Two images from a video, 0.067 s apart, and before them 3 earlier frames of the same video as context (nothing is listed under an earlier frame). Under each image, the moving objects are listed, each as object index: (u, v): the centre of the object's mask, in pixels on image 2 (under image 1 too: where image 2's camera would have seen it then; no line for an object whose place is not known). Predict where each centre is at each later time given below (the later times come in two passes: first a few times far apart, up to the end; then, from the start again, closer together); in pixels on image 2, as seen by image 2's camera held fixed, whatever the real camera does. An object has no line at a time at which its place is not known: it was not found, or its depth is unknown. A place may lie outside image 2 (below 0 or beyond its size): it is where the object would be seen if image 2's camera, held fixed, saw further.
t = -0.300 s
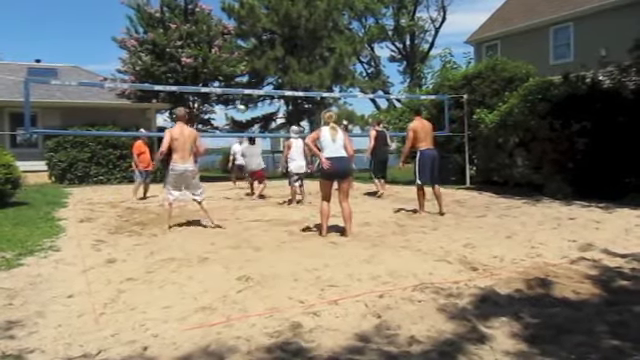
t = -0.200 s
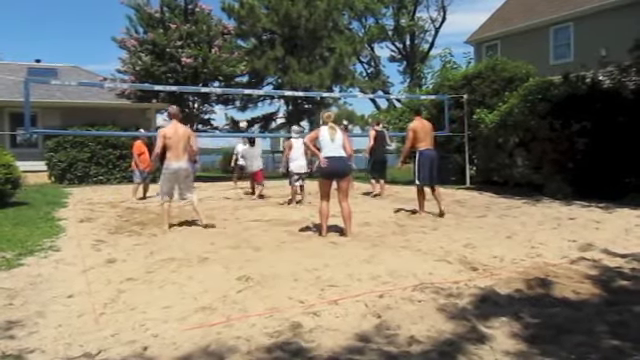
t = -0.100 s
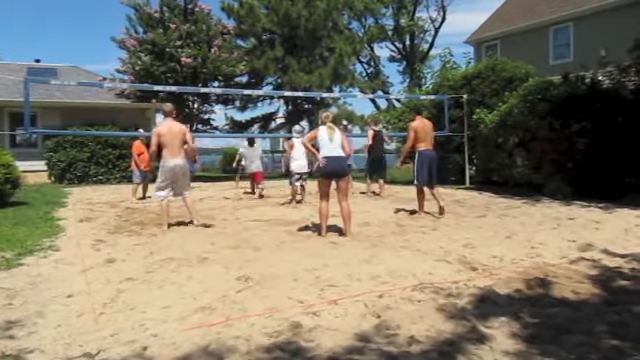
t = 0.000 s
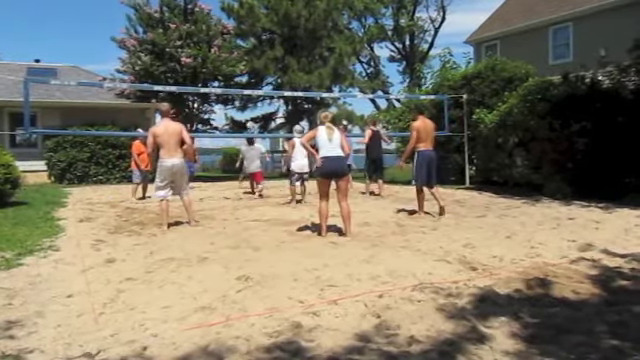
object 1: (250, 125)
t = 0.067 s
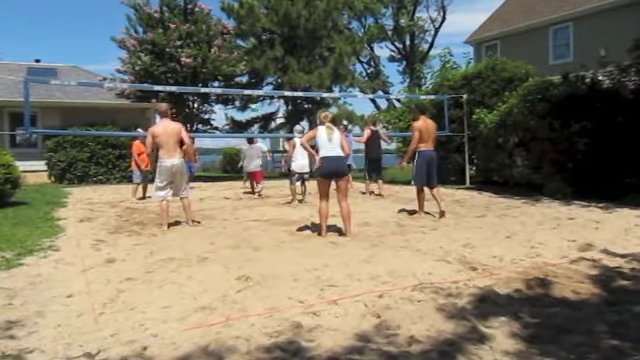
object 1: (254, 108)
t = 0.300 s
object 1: (270, 59)
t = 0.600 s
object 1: (288, 30)
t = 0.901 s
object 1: (305, 34)
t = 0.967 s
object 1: (309, 39)
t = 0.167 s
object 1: (261, 84)
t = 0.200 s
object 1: (263, 76)
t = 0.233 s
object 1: (265, 70)
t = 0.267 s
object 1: (267, 64)
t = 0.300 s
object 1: (270, 59)
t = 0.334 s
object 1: (271, 54)
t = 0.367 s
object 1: (274, 49)
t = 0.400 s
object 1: (275, 45)
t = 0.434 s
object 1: (277, 41)
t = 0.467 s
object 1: (279, 38)
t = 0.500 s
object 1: (282, 36)
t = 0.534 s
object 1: (284, 34)
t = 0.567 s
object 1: (286, 32)
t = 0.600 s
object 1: (288, 30)
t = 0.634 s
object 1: (289, 29)
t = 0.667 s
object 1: (292, 28)
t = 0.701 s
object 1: (294, 28)
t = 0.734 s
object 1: (296, 28)
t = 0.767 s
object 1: (298, 29)
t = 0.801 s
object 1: (300, 29)
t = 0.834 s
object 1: (301, 31)
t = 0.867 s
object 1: (303, 32)
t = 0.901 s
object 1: (305, 34)
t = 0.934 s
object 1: (307, 36)
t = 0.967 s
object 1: (309, 39)
